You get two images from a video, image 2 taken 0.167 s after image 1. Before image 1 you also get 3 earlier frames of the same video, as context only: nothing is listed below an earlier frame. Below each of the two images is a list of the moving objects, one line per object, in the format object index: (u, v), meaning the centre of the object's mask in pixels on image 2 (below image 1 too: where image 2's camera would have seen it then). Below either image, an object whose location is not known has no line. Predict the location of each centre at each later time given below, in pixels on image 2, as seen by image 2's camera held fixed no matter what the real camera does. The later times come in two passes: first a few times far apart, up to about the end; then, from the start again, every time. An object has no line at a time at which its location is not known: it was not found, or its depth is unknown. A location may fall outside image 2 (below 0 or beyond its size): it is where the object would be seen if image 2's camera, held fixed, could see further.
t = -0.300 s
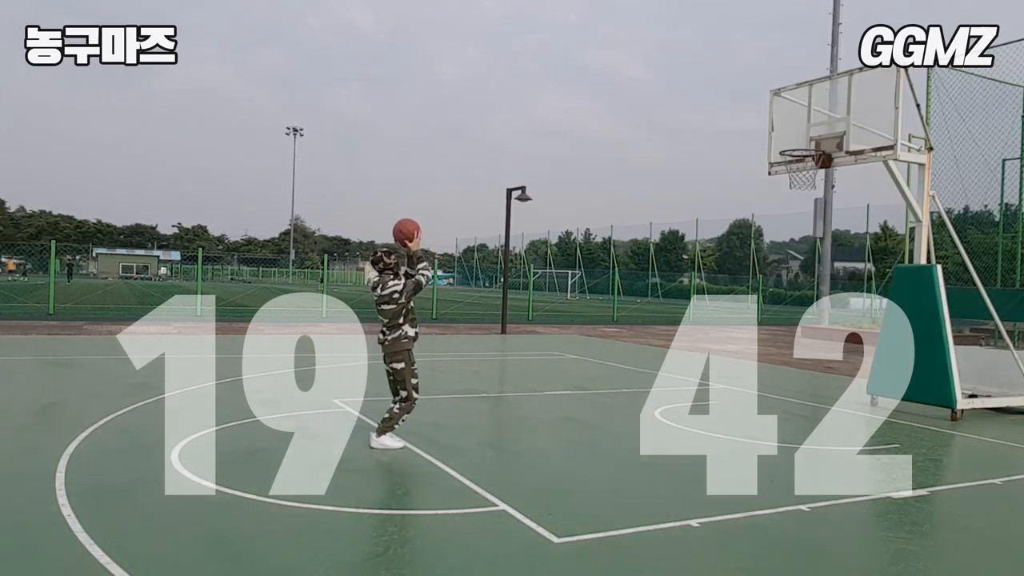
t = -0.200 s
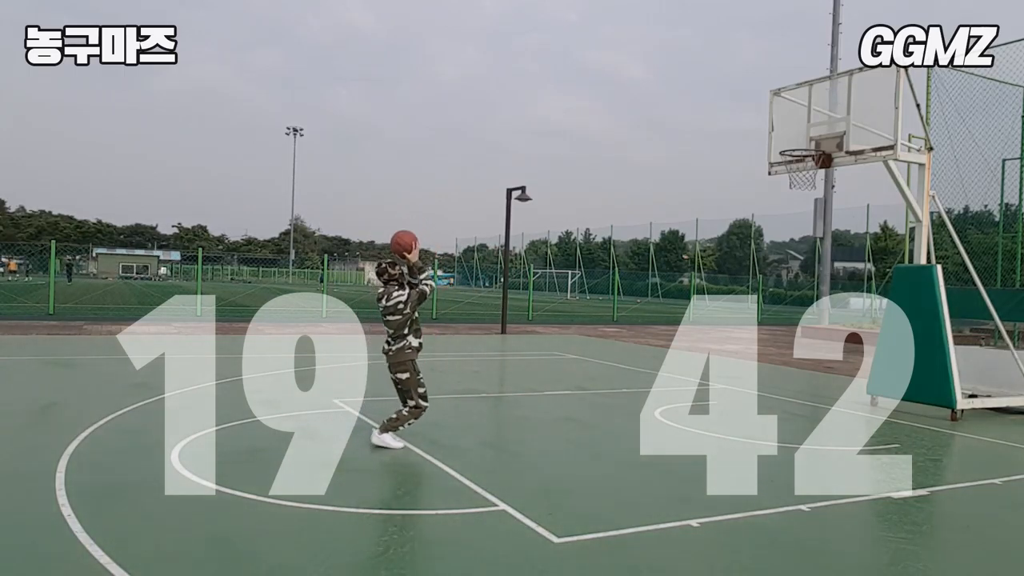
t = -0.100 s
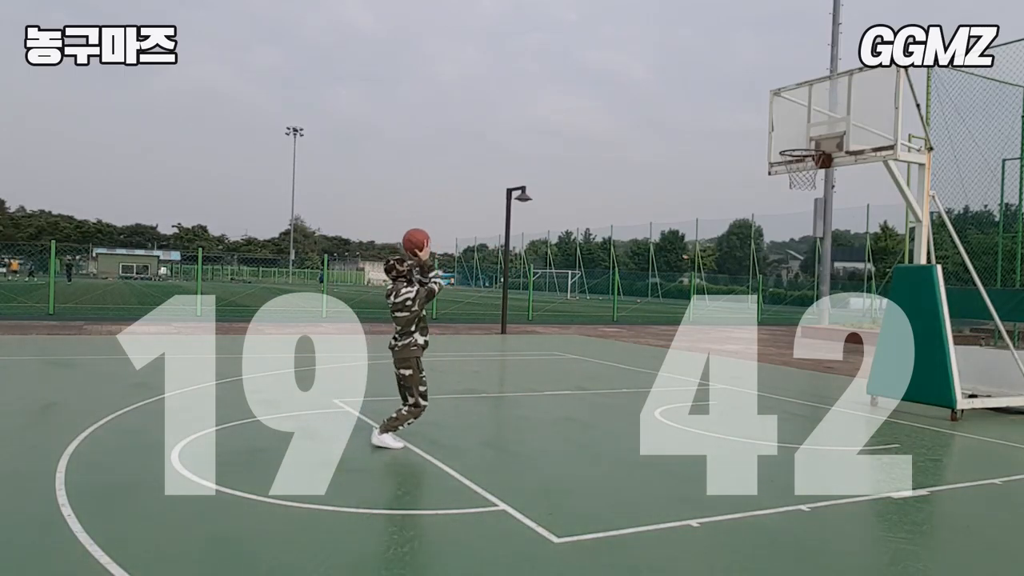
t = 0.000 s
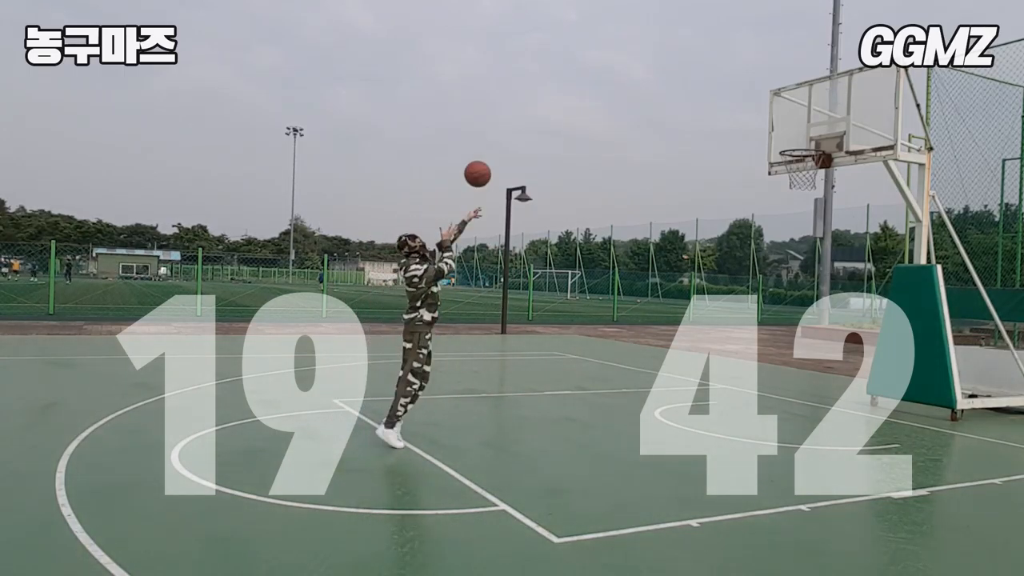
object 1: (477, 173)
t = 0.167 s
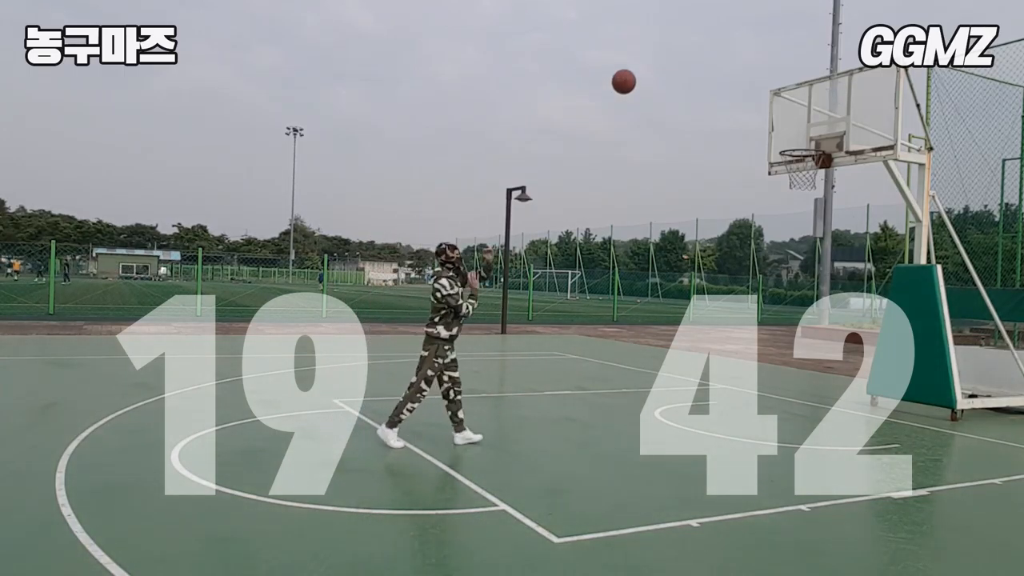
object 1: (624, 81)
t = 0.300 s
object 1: (718, 93)
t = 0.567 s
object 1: (720, 107)
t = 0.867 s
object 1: (656, 167)
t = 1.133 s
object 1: (603, 287)
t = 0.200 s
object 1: (649, 78)
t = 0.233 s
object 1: (673, 79)
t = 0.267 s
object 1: (696, 84)
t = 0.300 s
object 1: (718, 93)
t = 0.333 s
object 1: (739, 106)
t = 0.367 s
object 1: (759, 122)
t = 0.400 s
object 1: (778, 142)
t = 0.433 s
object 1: (769, 130)
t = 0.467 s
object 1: (757, 118)
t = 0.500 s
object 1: (745, 111)
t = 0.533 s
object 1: (732, 107)
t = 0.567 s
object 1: (720, 107)
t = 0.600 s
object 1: (708, 111)
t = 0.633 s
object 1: (701, 114)
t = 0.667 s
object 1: (695, 119)
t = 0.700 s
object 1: (689, 124)
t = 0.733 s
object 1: (682, 131)
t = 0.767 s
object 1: (676, 138)
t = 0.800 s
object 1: (670, 147)
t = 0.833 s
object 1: (663, 156)
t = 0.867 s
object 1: (656, 167)
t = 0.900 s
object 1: (650, 179)
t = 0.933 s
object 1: (643, 191)
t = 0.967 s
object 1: (637, 204)
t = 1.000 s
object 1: (630, 219)
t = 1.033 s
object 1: (623, 234)
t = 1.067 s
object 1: (617, 251)
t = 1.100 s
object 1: (610, 268)
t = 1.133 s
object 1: (603, 287)
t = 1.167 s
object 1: (596, 307)
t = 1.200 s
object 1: (589, 326)
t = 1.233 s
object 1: (582, 348)
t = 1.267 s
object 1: (575, 370)
